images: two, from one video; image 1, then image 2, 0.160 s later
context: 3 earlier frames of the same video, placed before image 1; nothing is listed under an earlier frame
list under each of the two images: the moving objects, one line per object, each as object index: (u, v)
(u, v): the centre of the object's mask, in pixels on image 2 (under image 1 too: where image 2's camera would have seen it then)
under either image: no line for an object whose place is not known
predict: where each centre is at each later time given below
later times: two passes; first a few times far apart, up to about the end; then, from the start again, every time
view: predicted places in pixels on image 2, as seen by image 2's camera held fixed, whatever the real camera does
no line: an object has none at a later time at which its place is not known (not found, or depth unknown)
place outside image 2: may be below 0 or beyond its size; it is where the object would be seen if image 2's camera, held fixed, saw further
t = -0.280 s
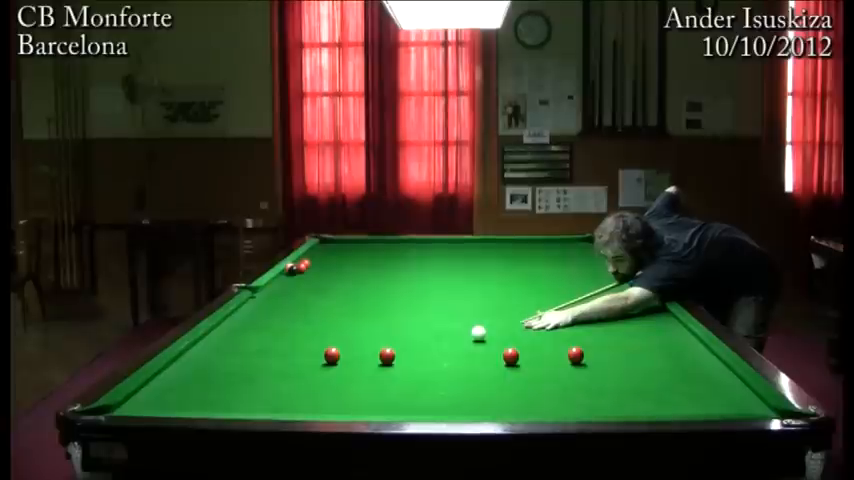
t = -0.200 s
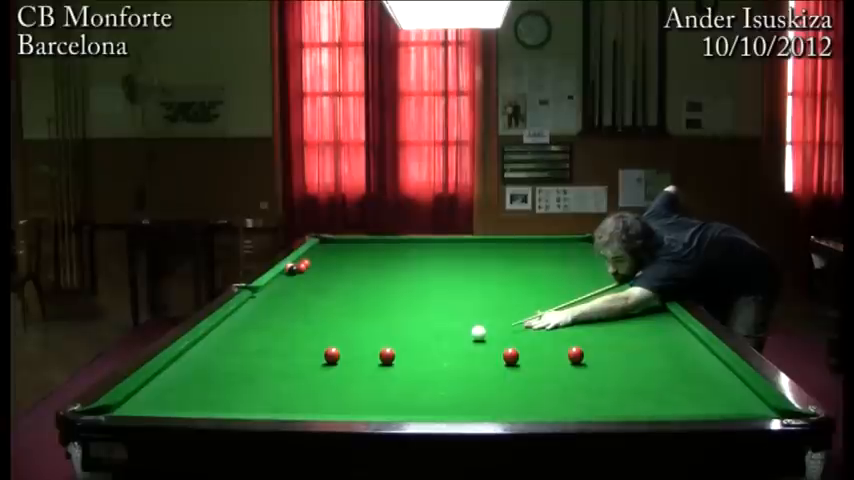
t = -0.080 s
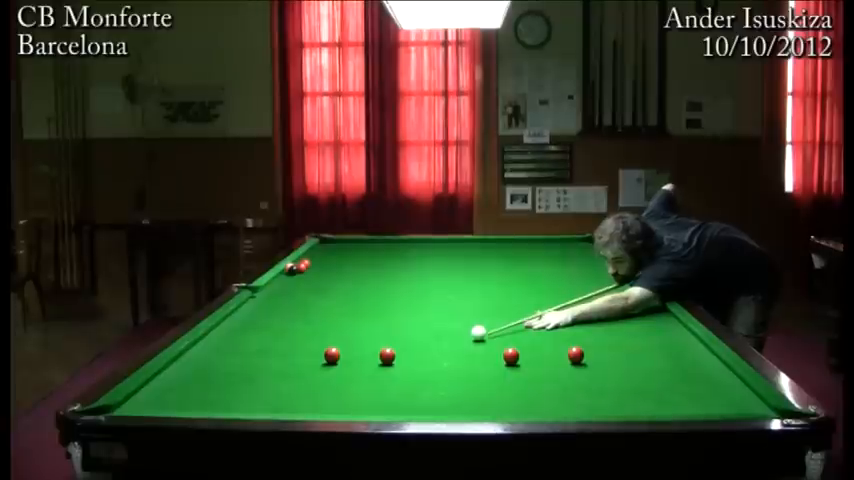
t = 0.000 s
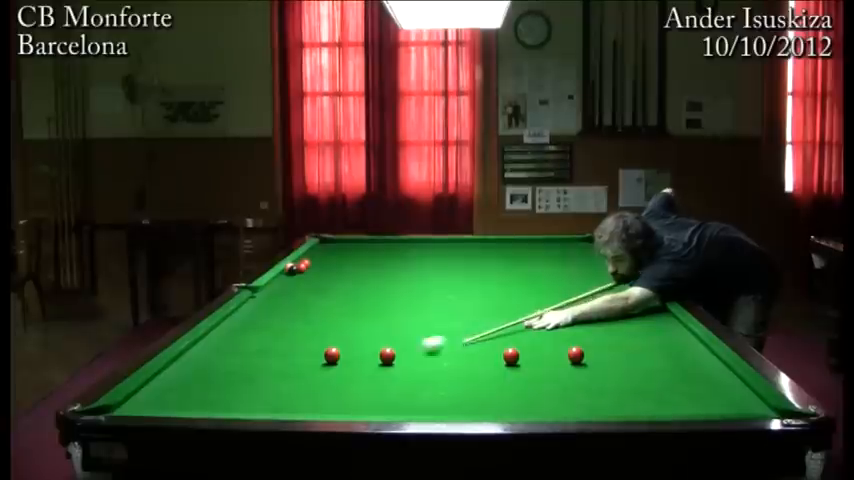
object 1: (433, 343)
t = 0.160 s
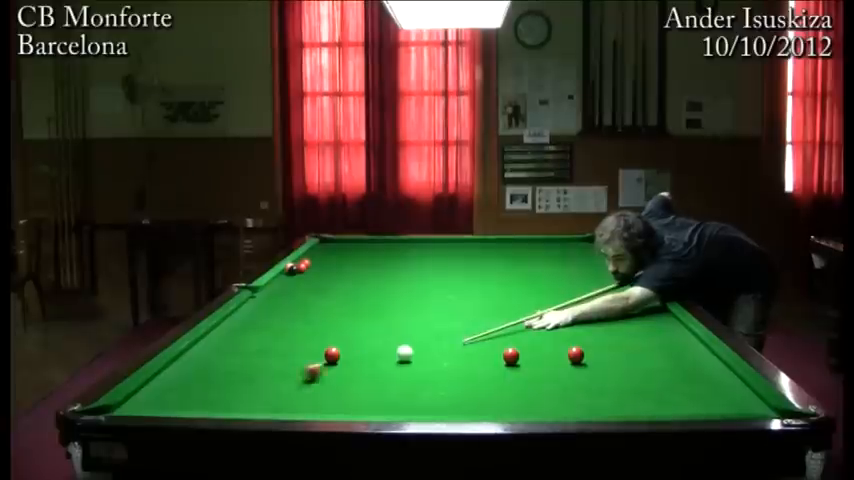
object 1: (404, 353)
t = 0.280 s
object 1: (417, 351)
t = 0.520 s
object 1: (444, 347)
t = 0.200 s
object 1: (408, 352)
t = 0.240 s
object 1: (412, 352)
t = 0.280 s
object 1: (417, 351)
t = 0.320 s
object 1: (422, 350)
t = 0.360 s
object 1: (426, 349)
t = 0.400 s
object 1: (431, 349)
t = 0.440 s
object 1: (436, 348)
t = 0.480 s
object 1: (440, 347)
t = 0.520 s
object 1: (444, 347)
